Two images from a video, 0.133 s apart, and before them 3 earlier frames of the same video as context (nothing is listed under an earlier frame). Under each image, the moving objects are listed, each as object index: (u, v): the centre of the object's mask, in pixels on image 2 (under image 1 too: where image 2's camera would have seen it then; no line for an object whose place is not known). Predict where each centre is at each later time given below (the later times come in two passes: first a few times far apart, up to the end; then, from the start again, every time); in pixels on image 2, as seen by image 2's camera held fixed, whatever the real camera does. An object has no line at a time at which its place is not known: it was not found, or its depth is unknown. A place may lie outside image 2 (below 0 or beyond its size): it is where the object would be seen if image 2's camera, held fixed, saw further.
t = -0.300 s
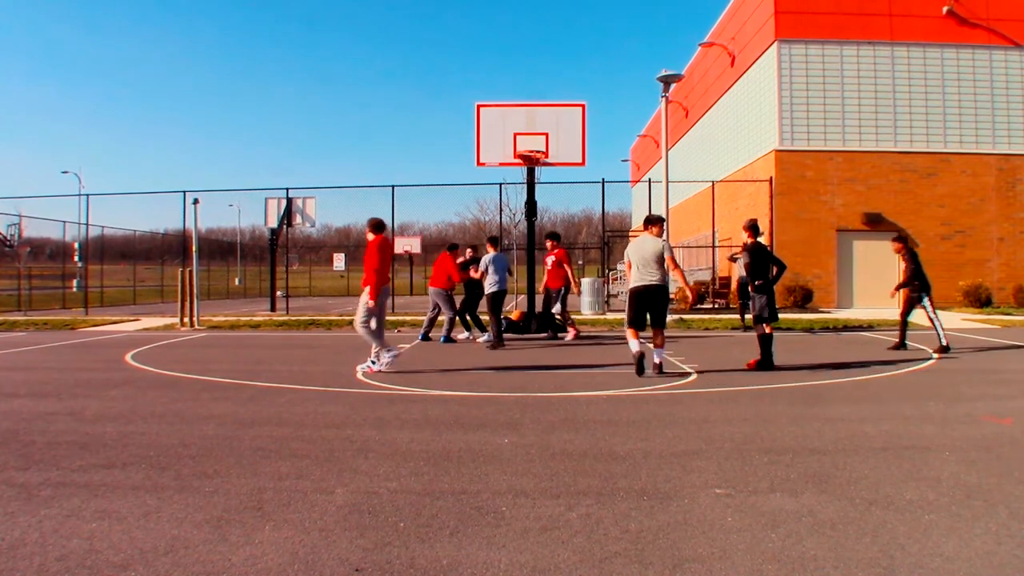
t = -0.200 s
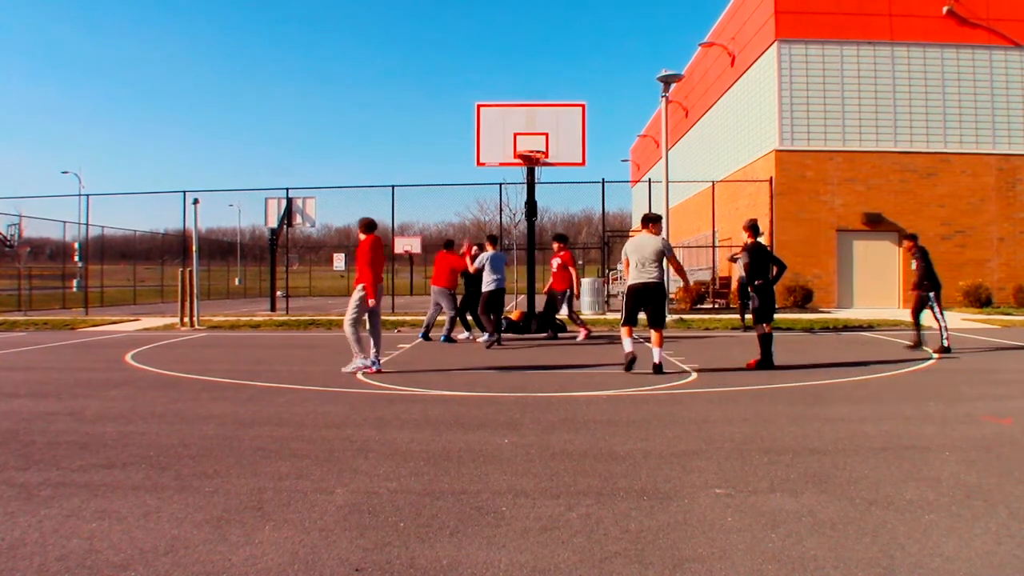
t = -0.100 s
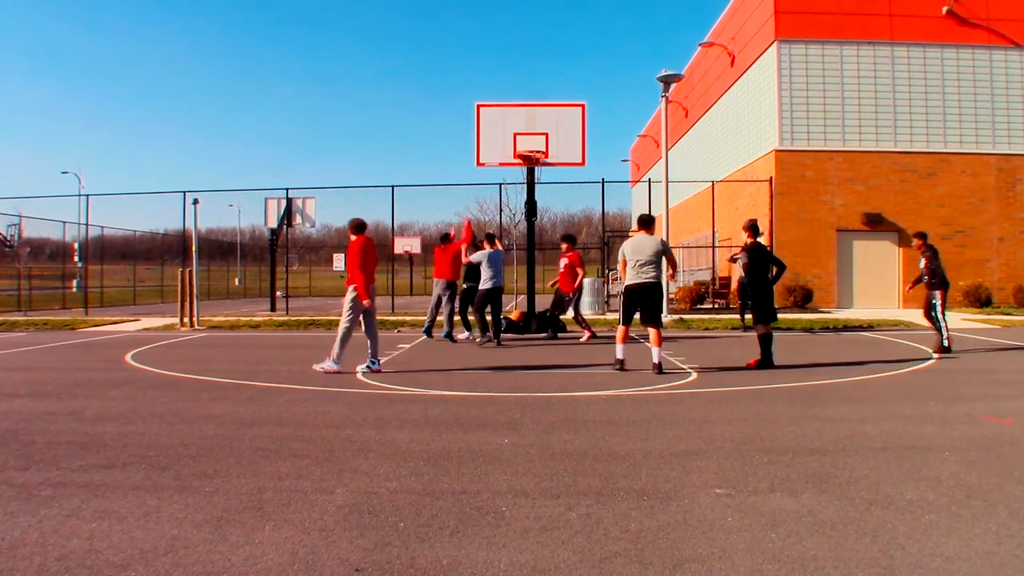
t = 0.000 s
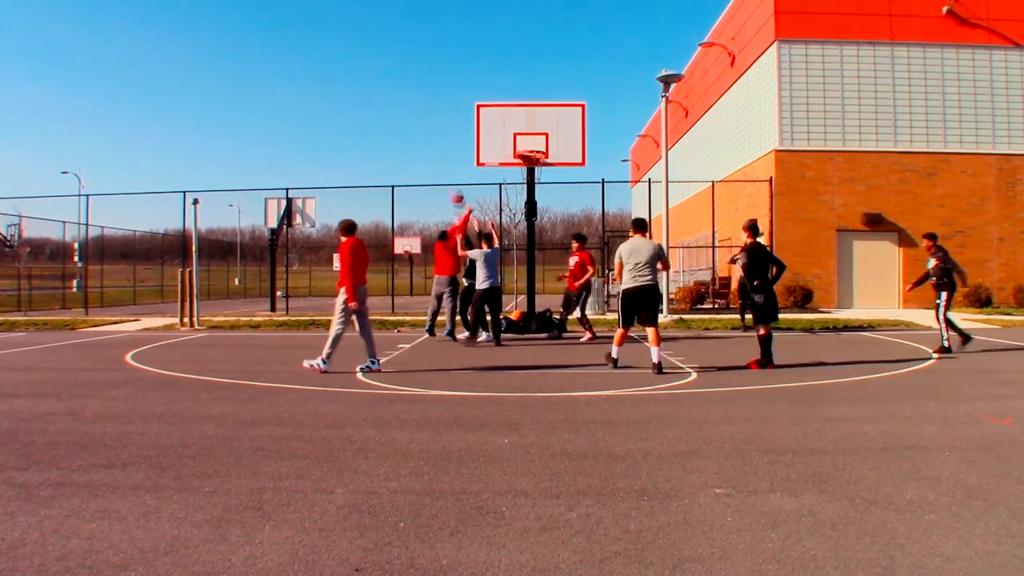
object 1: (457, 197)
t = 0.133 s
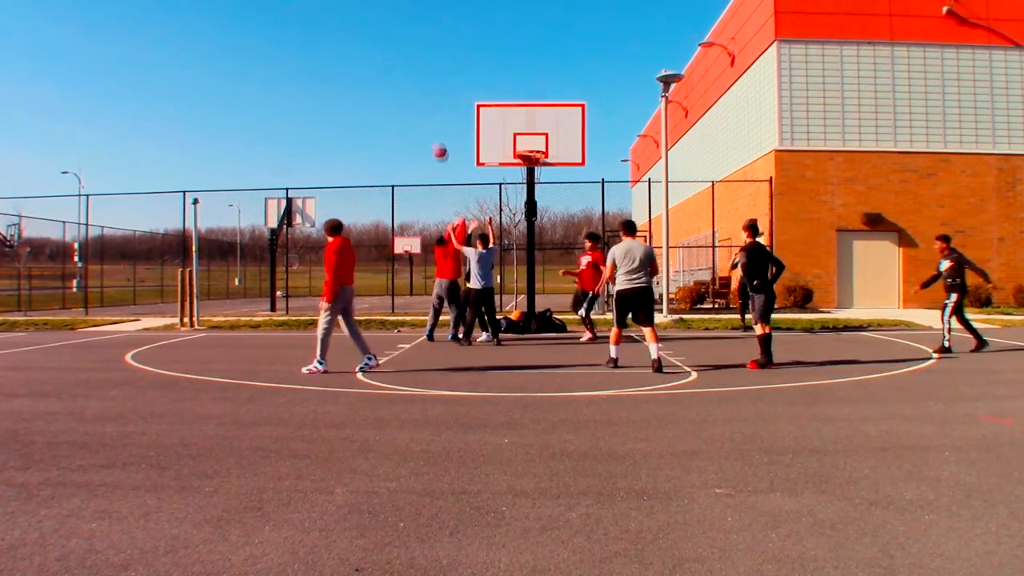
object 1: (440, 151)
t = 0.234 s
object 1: (426, 121)
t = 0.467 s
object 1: (391, 70)
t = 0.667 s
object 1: (357, 50)
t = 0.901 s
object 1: (311, 62)
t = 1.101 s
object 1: (265, 112)
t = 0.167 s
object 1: (435, 140)
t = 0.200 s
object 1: (431, 130)
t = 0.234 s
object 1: (426, 121)
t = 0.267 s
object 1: (421, 112)
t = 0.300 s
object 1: (416, 103)
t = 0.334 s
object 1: (411, 96)
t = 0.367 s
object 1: (407, 88)
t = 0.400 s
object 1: (401, 82)
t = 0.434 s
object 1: (396, 76)
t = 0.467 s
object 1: (391, 70)
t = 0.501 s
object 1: (386, 65)
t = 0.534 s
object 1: (380, 61)
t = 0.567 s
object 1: (374, 57)
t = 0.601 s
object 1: (368, 54)
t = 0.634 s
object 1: (363, 52)
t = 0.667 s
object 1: (357, 50)
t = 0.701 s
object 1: (351, 49)
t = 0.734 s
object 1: (345, 49)
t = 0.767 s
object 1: (338, 50)
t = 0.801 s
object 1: (331, 52)
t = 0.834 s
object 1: (325, 54)
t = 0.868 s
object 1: (318, 58)
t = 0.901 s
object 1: (311, 62)
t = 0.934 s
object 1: (304, 68)
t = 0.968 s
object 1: (296, 74)
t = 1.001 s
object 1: (289, 82)
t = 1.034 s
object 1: (281, 90)
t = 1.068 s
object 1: (274, 101)
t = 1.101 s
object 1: (265, 112)
